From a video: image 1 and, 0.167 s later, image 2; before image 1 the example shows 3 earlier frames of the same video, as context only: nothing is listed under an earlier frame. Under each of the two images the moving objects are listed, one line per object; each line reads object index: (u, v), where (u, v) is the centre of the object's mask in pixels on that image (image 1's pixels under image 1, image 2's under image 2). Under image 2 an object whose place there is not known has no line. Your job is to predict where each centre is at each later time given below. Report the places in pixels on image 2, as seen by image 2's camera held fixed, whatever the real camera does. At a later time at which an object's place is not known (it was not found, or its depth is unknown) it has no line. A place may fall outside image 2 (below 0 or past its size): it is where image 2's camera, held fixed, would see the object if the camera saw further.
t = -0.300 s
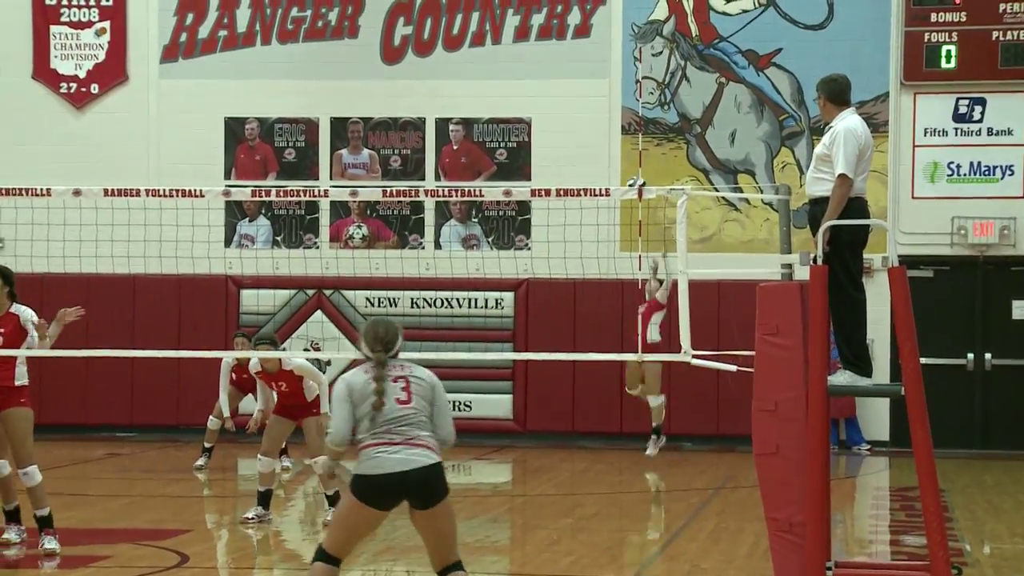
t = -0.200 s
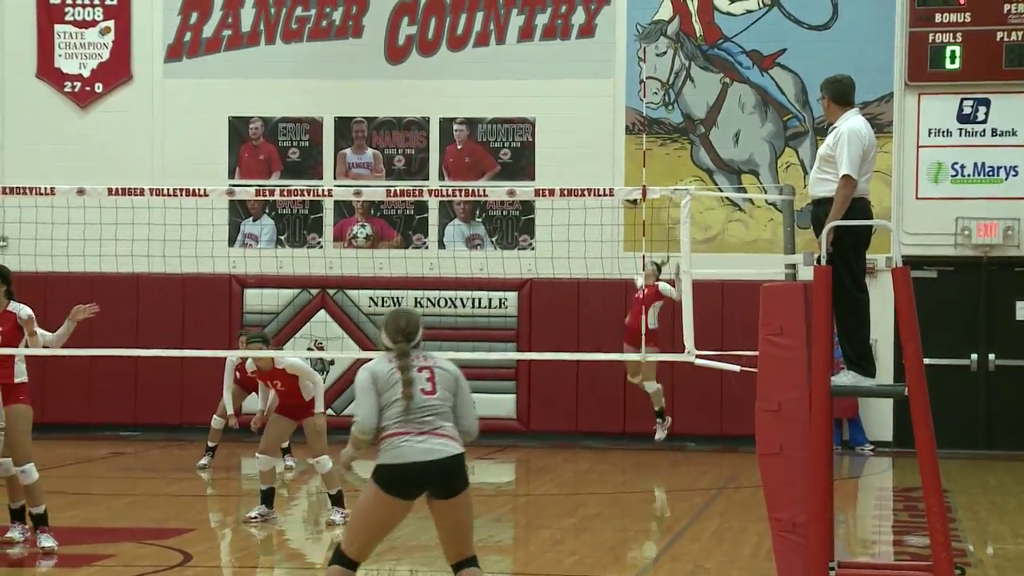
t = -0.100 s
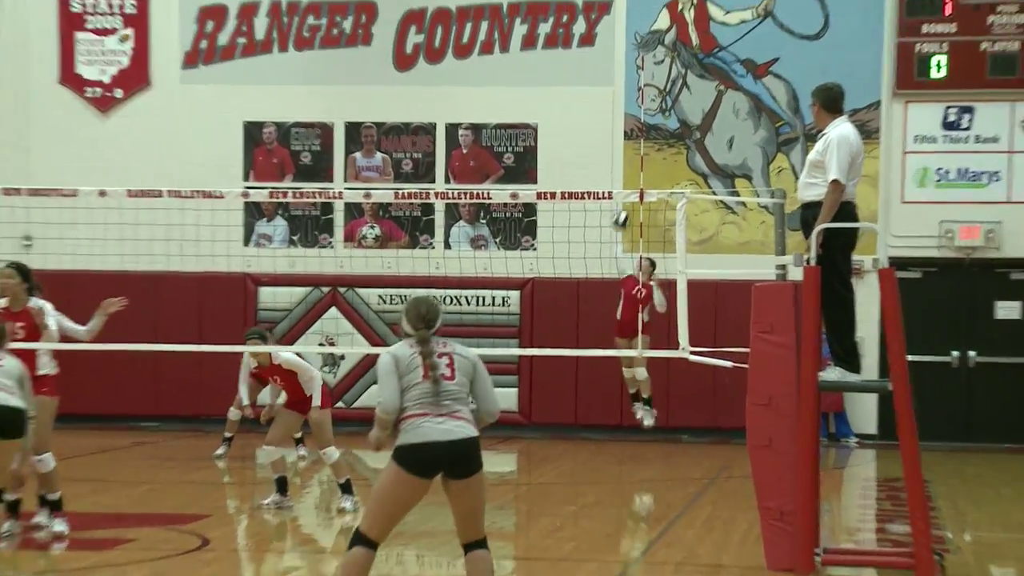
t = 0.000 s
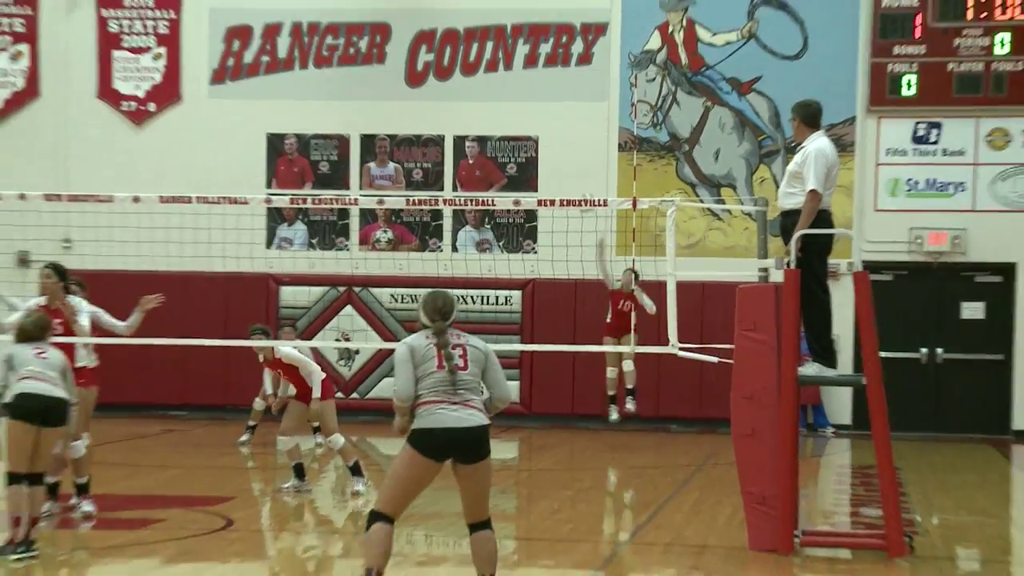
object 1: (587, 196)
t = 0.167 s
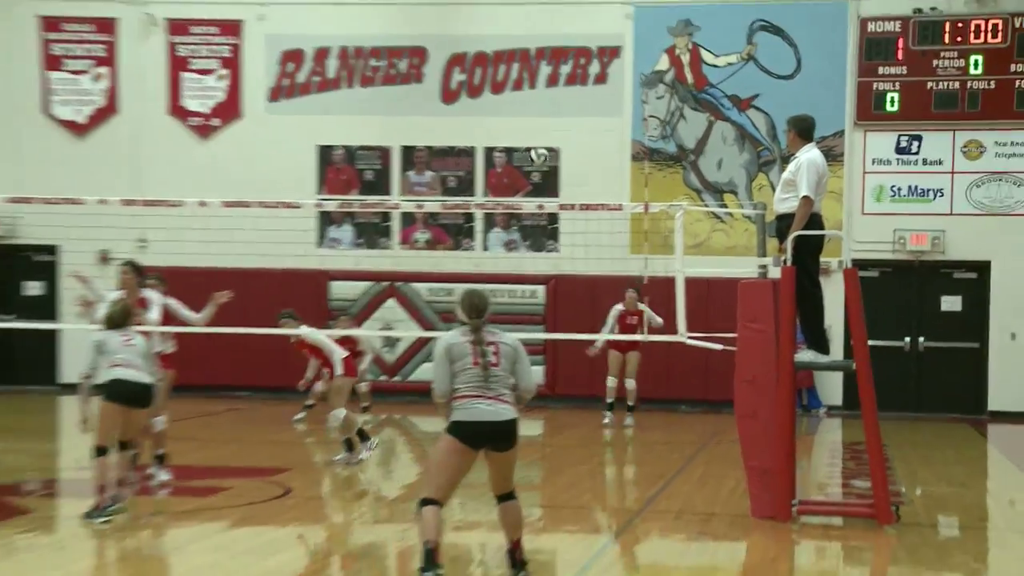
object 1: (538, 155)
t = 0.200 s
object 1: (525, 149)
